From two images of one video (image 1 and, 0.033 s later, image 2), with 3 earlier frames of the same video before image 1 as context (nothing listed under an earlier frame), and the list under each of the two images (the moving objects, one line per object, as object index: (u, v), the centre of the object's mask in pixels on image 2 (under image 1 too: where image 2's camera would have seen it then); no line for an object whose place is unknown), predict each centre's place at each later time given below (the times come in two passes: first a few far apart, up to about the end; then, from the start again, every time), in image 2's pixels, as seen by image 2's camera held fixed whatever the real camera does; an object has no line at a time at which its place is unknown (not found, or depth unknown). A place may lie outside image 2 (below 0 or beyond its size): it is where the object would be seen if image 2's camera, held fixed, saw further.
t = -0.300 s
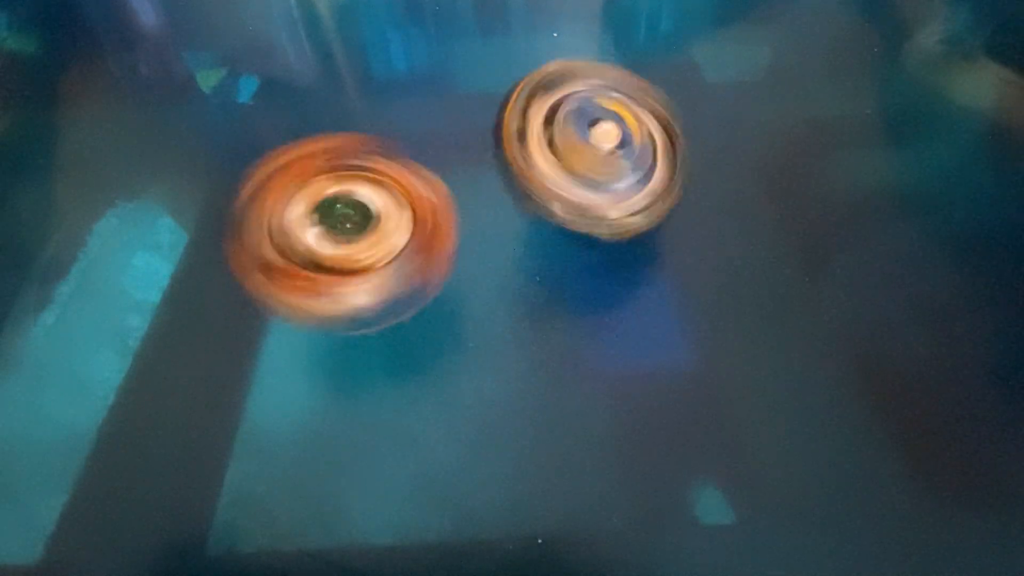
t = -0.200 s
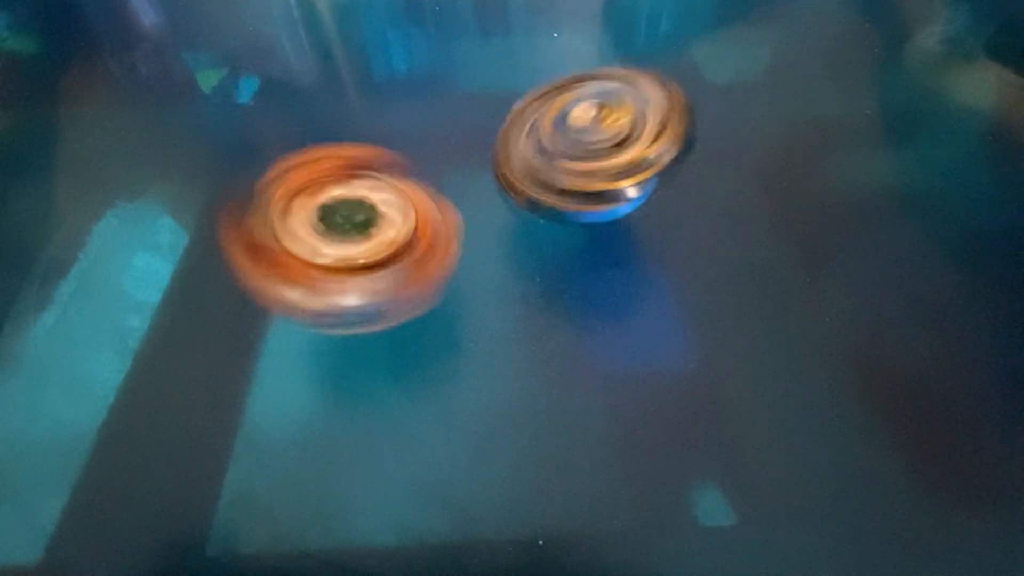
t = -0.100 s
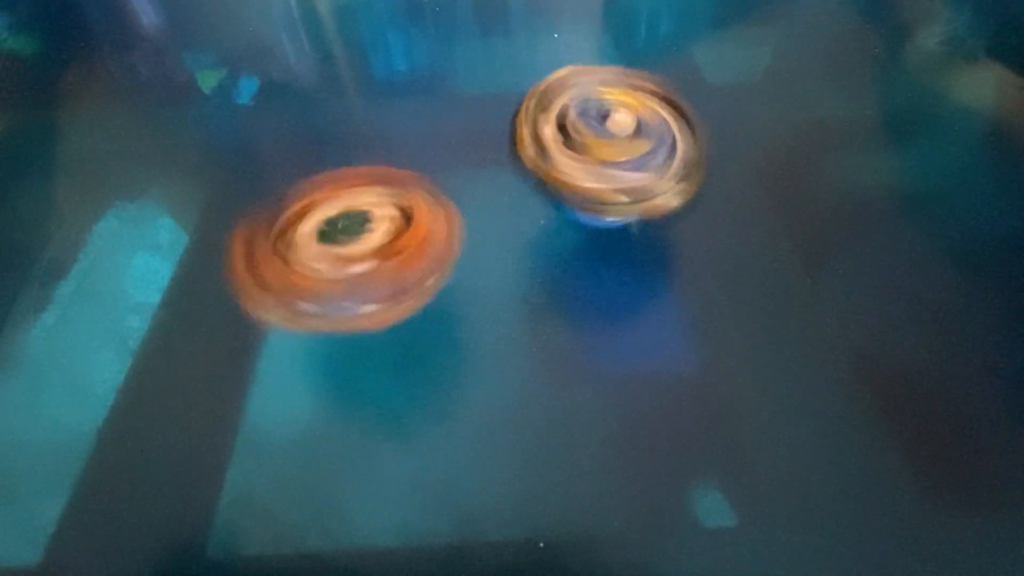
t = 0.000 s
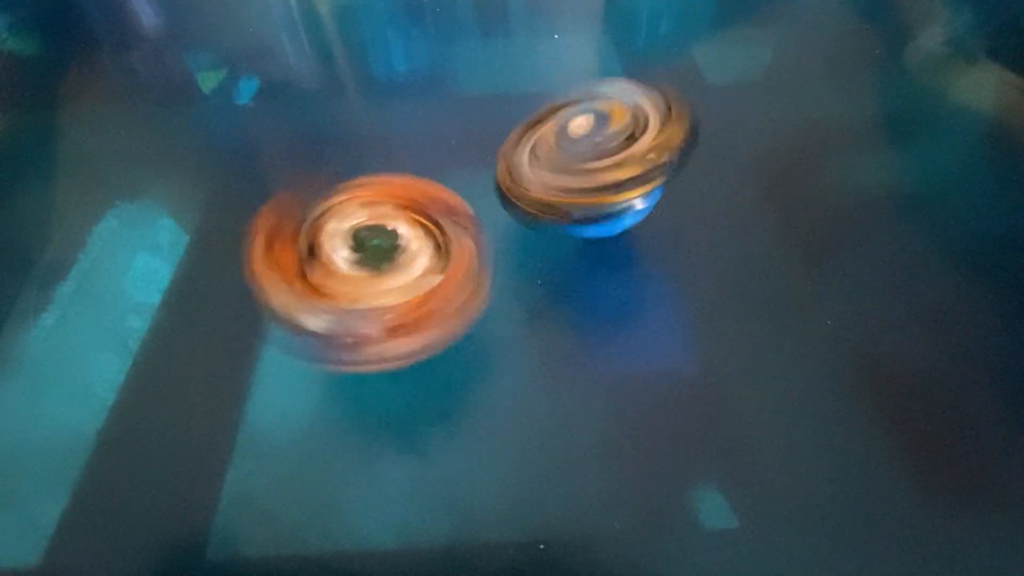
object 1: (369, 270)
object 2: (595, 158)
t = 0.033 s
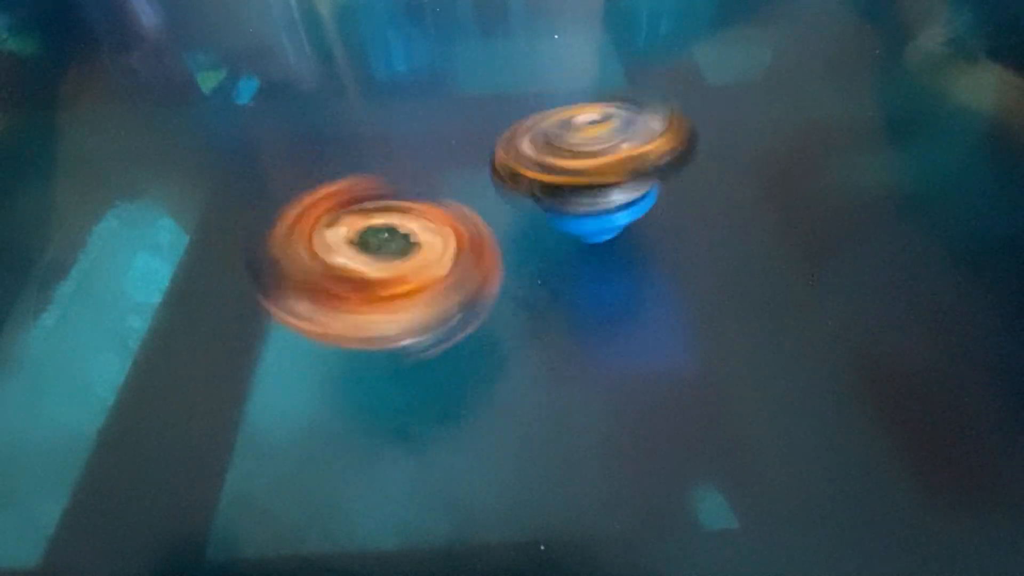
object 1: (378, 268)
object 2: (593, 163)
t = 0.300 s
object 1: (359, 288)
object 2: (628, 170)
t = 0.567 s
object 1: (360, 310)
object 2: (625, 231)
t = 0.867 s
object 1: (335, 322)
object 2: (598, 233)
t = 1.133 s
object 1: (276, 369)
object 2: (651, 156)
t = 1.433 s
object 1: (319, 357)
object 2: (557, 140)
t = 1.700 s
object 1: (318, 356)
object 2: (574, 214)
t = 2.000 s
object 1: (317, 357)
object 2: (673, 187)
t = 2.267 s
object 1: (318, 358)
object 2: (674, 178)
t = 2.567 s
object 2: (640, 210)
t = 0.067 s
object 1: (383, 267)
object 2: (589, 163)
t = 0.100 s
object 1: (388, 265)
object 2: (588, 161)
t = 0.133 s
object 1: (390, 264)
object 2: (581, 161)
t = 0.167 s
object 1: (383, 269)
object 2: (580, 159)
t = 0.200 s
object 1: (371, 281)
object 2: (593, 155)
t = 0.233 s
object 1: (371, 286)
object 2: (611, 155)
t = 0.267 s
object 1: (367, 291)
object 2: (621, 161)
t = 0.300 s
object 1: (359, 288)
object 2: (628, 170)
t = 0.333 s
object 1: (342, 288)
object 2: (630, 179)
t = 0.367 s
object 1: (339, 291)
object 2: (632, 185)
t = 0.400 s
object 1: (328, 304)
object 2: (633, 189)
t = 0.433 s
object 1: (329, 312)
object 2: (635, 196)
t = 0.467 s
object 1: (341, 317)
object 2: (637, 203)
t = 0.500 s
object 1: (353, 319)
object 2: (635, 213)
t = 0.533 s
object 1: (365, 313)
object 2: (633, 222)
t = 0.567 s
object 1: (360, 310)
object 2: (625, 231)
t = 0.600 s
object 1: (366, 309)
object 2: (615, 240)
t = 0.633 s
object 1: (371, 312)
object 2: (599, 249)
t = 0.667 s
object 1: (372, 312)
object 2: (587, 252)
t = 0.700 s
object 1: (361, 316)
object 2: (579, 248)
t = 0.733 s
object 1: (361, 323)
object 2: (581, 244)
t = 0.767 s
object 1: (364, 323)
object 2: (583, 239)
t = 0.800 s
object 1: (363, 325)
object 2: (584, 240)
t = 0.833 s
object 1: (363, 321)
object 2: (580, 241)
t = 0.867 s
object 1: (335, 322)
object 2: (598, 233)
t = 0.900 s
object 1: (317, 330)
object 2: (617, 223)
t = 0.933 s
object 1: (310, 334)
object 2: (634, 213)
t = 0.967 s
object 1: (294, 343)
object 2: (647, 202)
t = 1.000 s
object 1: (281, 358)
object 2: (659, 189)
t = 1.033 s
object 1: (269, 366)
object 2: (663, 179)
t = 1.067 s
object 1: (264, 371)
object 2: (662, 172)
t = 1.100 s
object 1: (265, 374)
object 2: (658, 164)
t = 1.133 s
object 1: (276, 369)
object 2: (651, 156)
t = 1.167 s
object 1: (285, 359)
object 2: (646, 150)
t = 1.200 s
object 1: (287, 357)
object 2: (641, 146)
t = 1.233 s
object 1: (290, 354)
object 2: (633, 140)
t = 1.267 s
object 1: (296, 354)
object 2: (623, 135)
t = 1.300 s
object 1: (303, 355)
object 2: (610, 131)
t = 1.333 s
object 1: (311, 357)
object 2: (598, 130)
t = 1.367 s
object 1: (316, 358)
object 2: (586, 130)
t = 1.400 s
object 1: (318, 357)
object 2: (572, 134)
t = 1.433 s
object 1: (319, 357)
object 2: (557, 140)
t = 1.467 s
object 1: (319, 357)
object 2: (547, 146)
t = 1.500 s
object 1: (318, 357)
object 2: (541, 152)
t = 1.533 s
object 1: (317, 357)
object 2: (532, 163)
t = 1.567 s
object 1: (317, 357)
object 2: (530, 173)
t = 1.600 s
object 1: (318, 357)
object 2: (533, 183)
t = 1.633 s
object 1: (318, 357)
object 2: (544, 196)
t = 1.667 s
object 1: (318, 356)
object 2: (558, 206)
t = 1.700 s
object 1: (318, 356)
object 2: (574, 214)
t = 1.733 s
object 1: (318, 356)
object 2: (591, 219)
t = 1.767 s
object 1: (318, 356)
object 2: (607, 222)
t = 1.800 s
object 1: (318, 356)
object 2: (623, 222)
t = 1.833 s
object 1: (318, 356)
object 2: (636, 218)
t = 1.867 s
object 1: (318, 357)
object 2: (646, 212)
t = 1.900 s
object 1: (318, 357)
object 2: (655, 204)
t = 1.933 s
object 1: (318, 357)
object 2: (663, 197)
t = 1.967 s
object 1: (318, 357)
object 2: (668, 192)
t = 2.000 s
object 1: (317, 357)
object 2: (673, 187)
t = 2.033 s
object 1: (318, 357)
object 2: (674, 183)
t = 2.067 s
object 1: (318, 357)
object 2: (674, 181)
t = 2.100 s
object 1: (318, 357)
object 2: (674, 179)
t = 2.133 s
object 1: (318, 357)
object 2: (674, 177)
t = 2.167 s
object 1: (318, 357)
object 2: (674, 176)
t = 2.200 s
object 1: (318, 357)
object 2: (674, 176)
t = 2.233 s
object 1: (319, 358)
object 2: (674, 177)
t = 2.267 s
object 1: (318, 358)
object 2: (674, 178)
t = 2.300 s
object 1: (318, 358)
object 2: (674, 179)
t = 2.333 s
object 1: (318, 358)
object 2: (675, 181)
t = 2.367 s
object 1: (319, 358)
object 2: (675, 184)
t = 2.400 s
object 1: (319, 358)
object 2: (673, 187)
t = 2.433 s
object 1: (319, 358)
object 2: (671, 192)
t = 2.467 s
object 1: (318, 358)
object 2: (666, 195)
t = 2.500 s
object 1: (318, 358)
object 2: (660, 200)
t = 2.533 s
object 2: (651, 207)
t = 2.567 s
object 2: (640, 210)
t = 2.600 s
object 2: (626, 213)
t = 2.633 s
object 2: (612, 215)
